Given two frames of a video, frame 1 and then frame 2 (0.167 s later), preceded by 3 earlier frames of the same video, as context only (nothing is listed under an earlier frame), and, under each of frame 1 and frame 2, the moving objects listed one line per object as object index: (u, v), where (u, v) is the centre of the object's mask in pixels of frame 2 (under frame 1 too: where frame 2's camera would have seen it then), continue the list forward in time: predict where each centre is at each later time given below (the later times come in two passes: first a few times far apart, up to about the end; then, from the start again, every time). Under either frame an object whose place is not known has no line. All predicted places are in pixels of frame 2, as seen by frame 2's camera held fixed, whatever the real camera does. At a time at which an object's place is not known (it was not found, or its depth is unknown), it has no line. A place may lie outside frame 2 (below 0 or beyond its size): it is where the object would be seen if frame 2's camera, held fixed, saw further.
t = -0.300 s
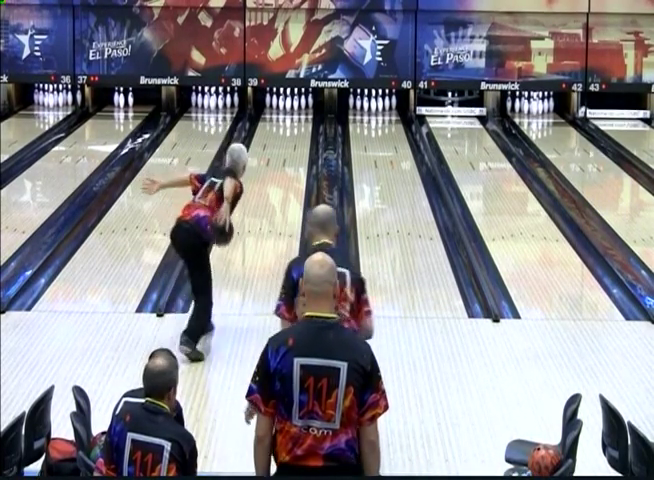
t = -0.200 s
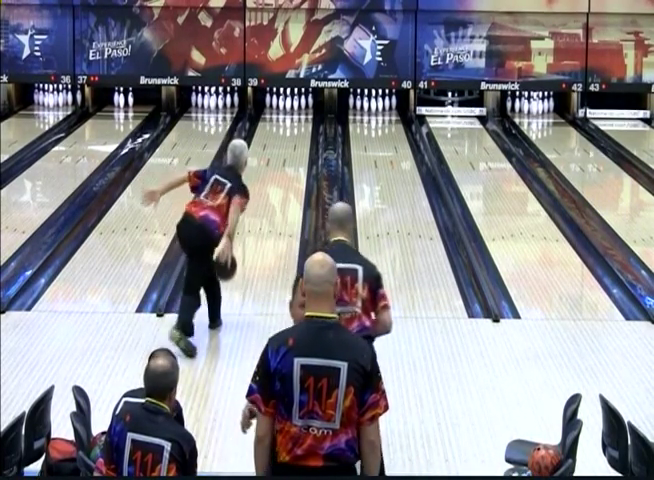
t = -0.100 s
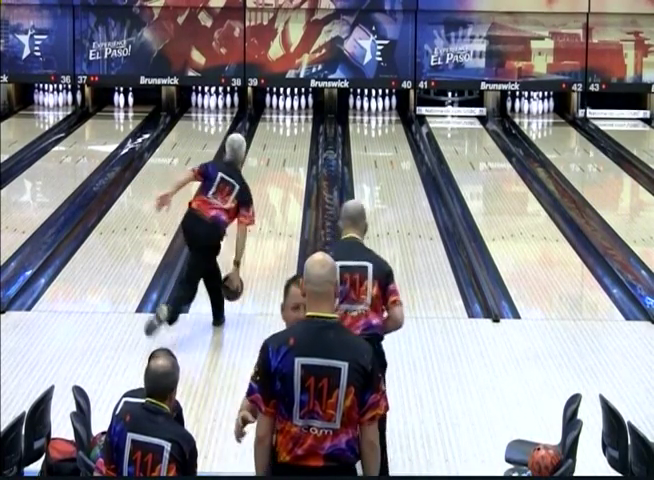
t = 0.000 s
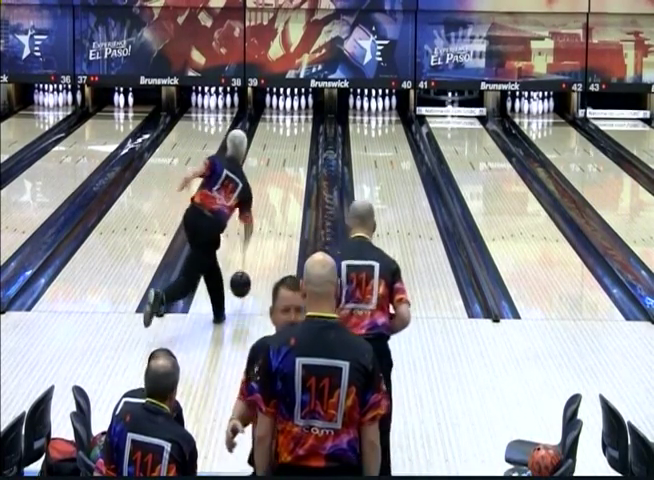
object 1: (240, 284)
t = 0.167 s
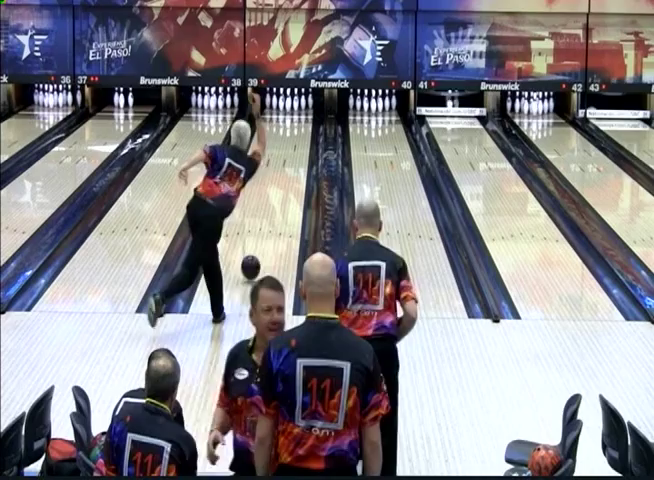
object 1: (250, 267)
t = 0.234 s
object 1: (254, 259)
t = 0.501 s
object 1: (266, 225)
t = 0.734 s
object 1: (275, 201)
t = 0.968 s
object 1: (282, 180)
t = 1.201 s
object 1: (288, 162)
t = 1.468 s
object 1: (293, 145)
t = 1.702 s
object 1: (295, 132)
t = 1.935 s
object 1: (295, 121)
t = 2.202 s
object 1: (292, 110)
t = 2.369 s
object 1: (290, 106)
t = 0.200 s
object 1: (252, 263)
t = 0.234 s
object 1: (254, 259)
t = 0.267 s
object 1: (256, 255)
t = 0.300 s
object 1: (257, 250)
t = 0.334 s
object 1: (259, 246)
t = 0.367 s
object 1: (261, 241)
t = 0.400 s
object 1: (262, 237)
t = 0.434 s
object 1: (263, 233)
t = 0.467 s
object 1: (265, 229)
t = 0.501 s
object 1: (266, 225)
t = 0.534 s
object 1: (268, 222)
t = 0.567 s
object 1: (269, 218)
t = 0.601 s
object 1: (271, 215)
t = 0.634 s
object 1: (272, 212)
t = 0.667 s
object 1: (275, 208)
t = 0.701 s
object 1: (275, 204)
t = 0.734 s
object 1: (275, 201)
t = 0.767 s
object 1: (276, 198)
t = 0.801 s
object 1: (277, 194)
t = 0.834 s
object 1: (279, 191)
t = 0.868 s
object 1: (279, 189)
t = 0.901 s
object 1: (280, 186)
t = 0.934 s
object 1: (282, 183)
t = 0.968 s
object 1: (282, 180)
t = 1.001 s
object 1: (283, 177)
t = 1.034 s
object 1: (284, 175)
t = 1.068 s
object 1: (285, 172)
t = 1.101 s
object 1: (286, 170)
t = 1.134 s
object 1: (286, 168)
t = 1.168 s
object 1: (287, 165)
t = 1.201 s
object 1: (288, 162)
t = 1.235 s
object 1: (289, 160)
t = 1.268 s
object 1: (289, 158)
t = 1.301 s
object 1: (290, 156)
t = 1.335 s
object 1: (291, 154)
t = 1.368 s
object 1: (291, 152)
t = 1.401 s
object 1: (292, 149)
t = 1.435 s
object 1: (293, 147)
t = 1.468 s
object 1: (293, 145)
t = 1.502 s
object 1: (294, 143)
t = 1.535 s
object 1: (294, 141)
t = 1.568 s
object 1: (294, 139)
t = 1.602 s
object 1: (295, 137)
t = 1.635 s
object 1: (295, 135)
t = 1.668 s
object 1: (295, 134)
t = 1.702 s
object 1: (295, 132)
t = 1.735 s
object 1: (295, 130)
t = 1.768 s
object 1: (296, 129)
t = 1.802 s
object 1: (296, 127)
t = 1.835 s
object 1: (296, 126)
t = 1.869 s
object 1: (296, 124)
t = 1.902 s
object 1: (295, 123)
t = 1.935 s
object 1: (295, 121)
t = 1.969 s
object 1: (295, 120)
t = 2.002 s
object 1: (295, 118)
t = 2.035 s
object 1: (295, 117)
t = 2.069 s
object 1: (295, 116)
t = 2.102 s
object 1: (294, 115)
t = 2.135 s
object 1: (293, 113)
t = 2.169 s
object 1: (293, 112)
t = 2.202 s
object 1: (292, 110)
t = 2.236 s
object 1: (292, 110)
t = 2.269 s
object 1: (291, 108)
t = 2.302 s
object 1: (290, 107)
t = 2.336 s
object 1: (290, 107)
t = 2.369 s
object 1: (290, 106)
